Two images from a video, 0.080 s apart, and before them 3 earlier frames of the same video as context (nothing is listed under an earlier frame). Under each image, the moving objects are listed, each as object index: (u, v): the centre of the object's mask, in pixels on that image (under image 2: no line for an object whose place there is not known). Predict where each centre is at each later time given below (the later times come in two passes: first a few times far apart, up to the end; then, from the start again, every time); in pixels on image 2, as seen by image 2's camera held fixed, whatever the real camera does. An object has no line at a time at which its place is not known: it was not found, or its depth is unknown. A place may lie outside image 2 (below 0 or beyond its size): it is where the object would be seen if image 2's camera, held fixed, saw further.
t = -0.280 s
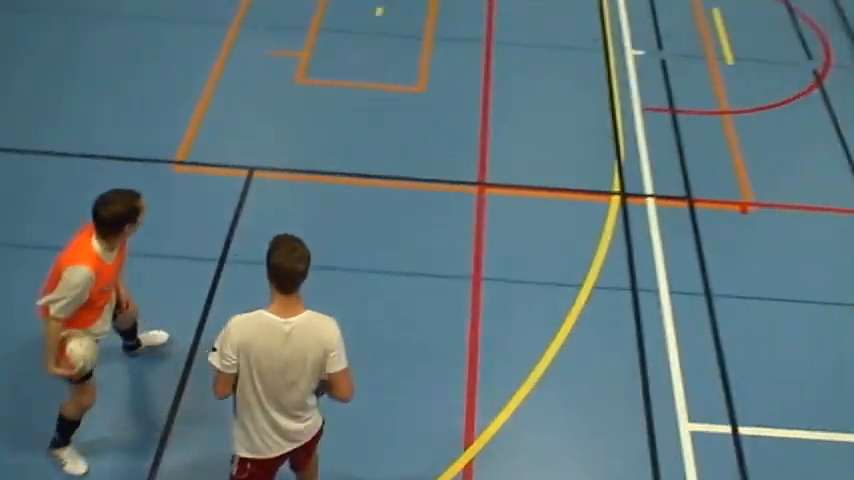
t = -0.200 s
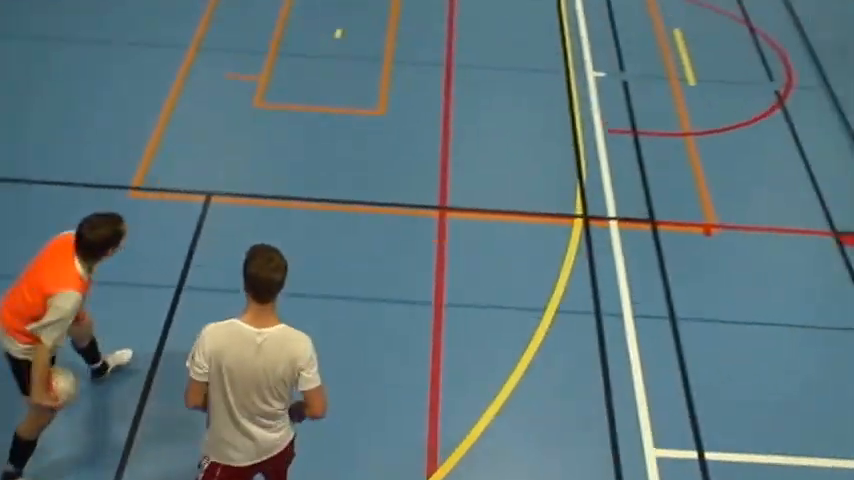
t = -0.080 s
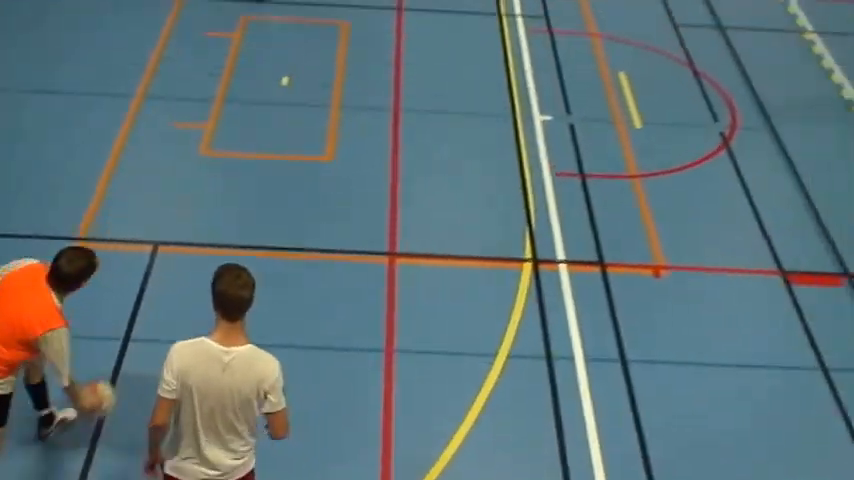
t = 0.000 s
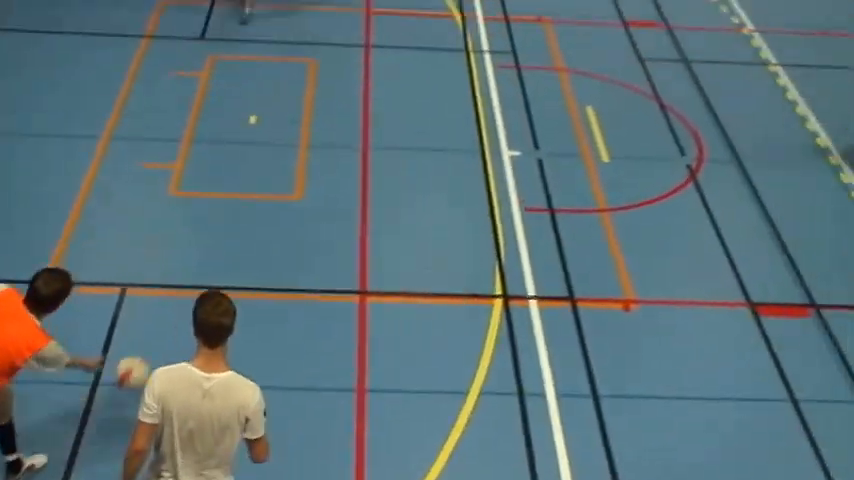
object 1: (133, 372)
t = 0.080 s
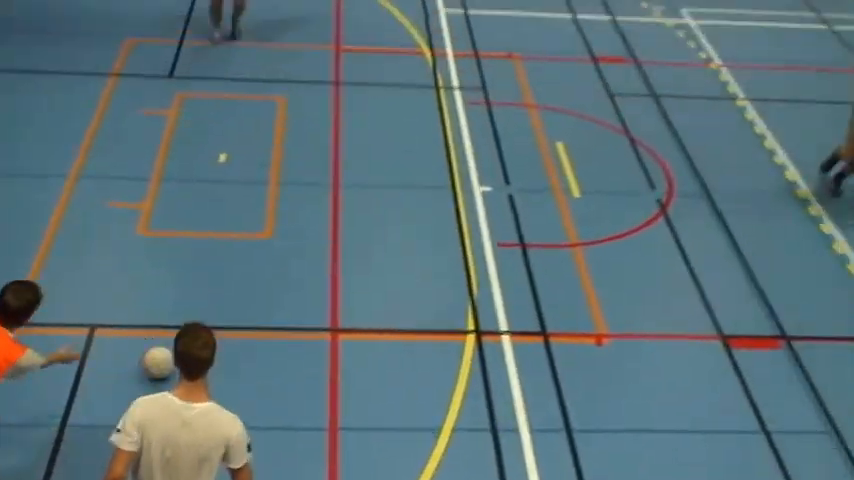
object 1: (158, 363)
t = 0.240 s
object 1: (225, 253)
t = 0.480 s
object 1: (296, 168)
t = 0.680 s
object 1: (339, 109)
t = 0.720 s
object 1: (346, 98)
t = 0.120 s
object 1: (174, 328)
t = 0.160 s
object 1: (194, 300)
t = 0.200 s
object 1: (210, 275)
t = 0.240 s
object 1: (225, 253)
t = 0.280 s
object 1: (238, 235)
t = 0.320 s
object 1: (252, 219)
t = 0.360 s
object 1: (265, 208)
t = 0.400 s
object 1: (276, 198)
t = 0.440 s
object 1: (287, 182)
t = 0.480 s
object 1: (296, 168)
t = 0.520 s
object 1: (306, 156)
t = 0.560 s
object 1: (316, 142)
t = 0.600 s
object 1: (323, 130)
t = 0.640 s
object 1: (332, 118)
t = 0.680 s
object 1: (339, 109)
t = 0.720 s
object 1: (346, 98)
